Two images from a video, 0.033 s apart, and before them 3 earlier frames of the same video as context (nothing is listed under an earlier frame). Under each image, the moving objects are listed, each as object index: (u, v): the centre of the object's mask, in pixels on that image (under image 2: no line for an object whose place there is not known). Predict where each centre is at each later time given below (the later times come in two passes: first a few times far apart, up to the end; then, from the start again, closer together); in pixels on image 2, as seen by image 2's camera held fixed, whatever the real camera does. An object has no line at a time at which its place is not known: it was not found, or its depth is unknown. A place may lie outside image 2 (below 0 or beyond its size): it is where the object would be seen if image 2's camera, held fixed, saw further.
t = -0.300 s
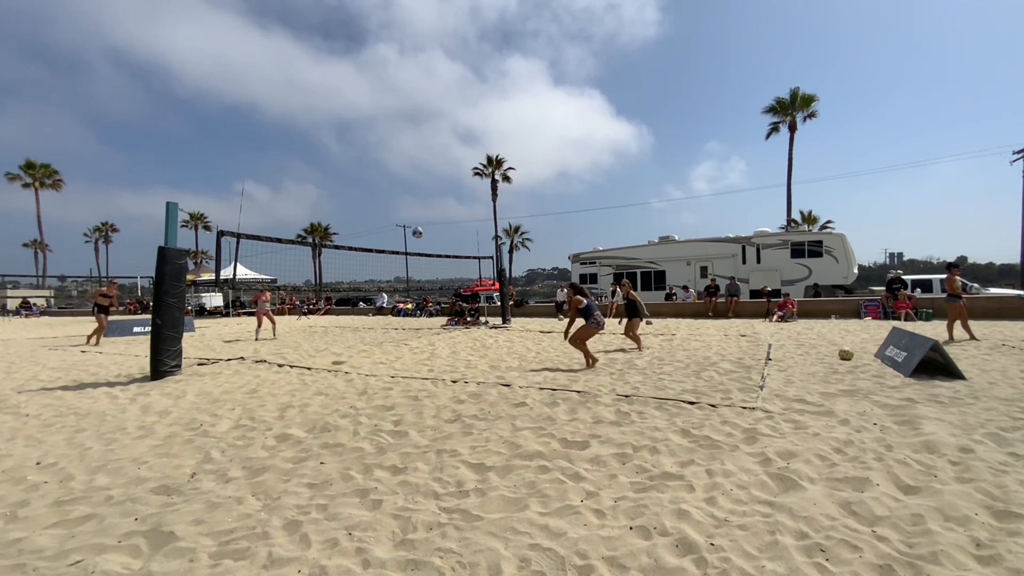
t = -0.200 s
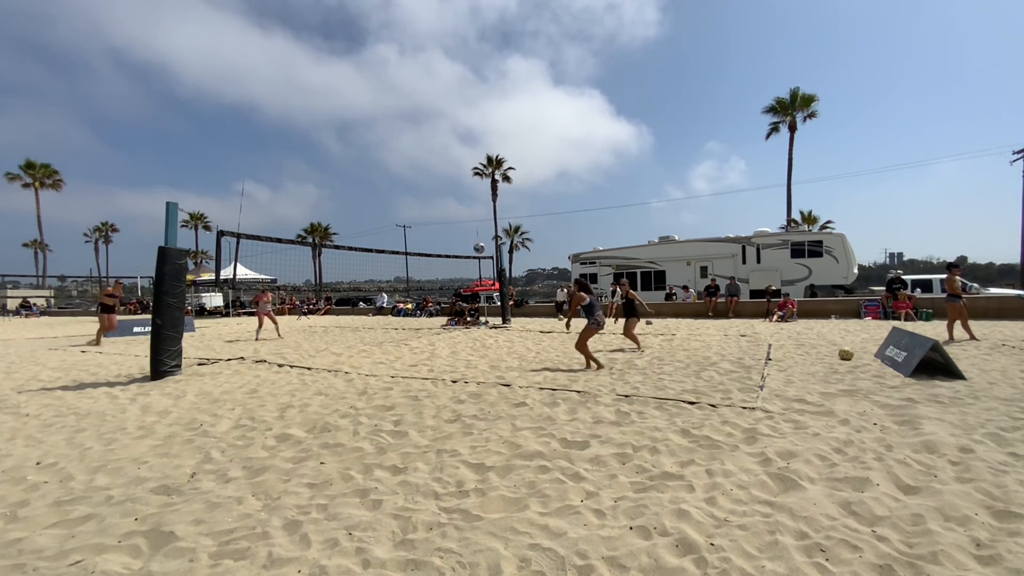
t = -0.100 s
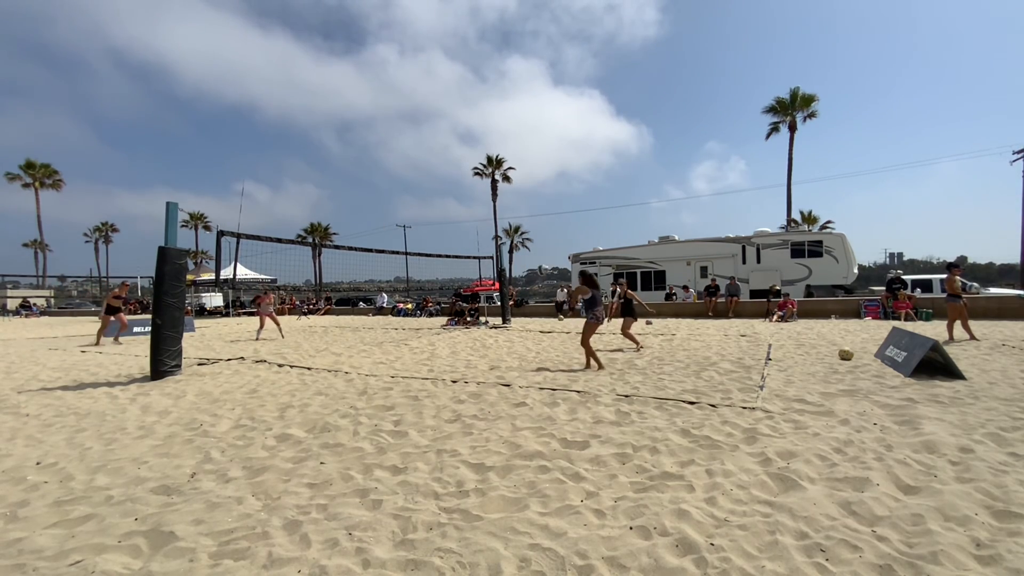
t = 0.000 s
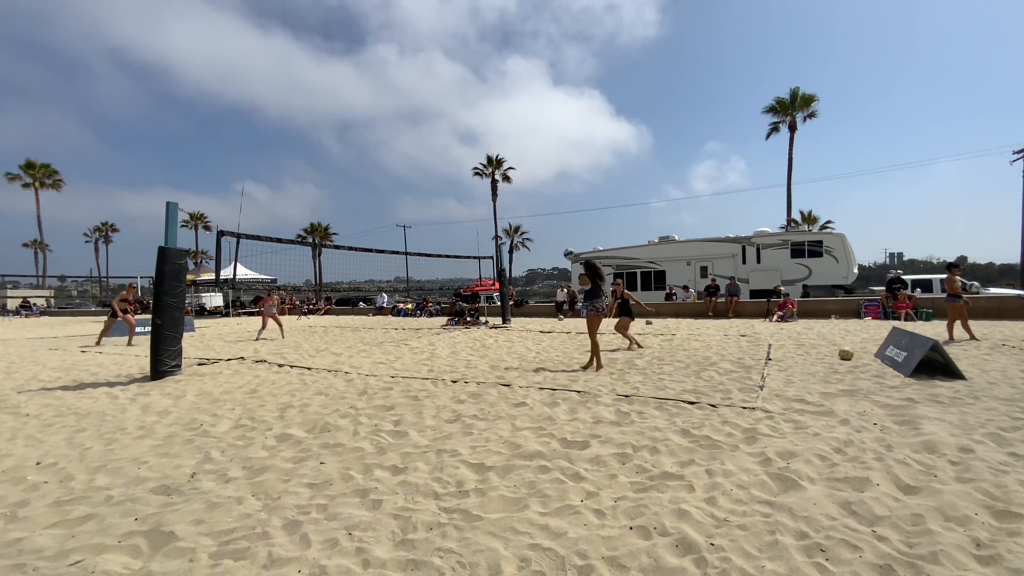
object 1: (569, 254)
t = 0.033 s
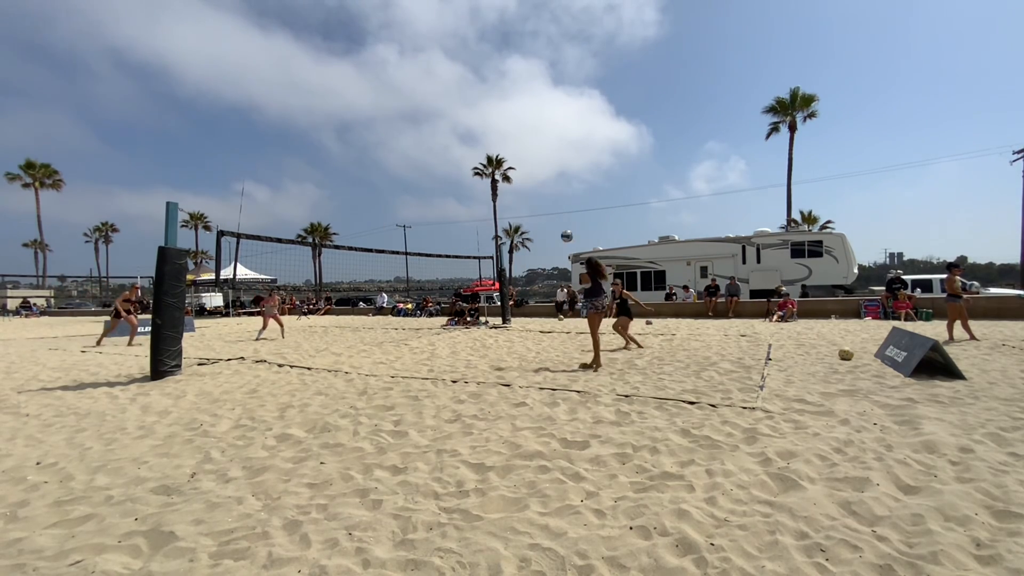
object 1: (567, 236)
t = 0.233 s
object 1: (551, 147)
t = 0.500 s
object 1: (531, 72)
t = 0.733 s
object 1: (518, 44)
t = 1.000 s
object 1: (505, 45)
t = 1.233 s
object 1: (495, 73)
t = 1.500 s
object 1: (486, 130)
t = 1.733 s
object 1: (478, 198)
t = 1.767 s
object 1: (477, 208)
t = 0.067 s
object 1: (564, 219)
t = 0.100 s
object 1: (561, 203)
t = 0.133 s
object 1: (558, 188)
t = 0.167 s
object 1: (556, 174)
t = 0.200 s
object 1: (553, 160)
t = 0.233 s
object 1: (551, 147)
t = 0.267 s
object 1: (548, 135)
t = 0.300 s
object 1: (545, 124)
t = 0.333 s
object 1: (543, 113)
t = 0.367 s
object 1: (540, 104)
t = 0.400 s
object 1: (538, 95)
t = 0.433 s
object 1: (536, 86)
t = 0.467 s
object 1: (533, 79)
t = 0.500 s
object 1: (531, 72)
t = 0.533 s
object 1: (529, 66)
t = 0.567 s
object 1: (527, 61)
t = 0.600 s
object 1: (525, 56)
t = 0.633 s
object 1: (523, 52)
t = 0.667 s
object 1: (522, 49)
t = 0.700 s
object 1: (520, 46)
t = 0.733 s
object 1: (518, 44)
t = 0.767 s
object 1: (516, 42)
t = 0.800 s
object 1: (514, 41)
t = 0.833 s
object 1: (513, 40)
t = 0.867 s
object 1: (511, 40)
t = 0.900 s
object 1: (509, 40)
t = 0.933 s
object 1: (508, 41)
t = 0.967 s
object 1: (507, 43)
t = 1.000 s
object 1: (505, 45)
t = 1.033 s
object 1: (504, 48)
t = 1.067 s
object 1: (502, 51)
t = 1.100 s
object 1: (501, 54)
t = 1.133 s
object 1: (499, 58)
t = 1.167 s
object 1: (498, 63)
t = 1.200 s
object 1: (496, 68)
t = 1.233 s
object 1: (495, 73)
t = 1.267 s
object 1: (494, 79)
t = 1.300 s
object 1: (493, 85)
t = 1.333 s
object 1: (491, 91)
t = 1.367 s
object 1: (490, 98)
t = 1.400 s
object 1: (489, 106)
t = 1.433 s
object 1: (488, 113)
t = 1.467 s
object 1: (487, 122)
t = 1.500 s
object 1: (486, 130)
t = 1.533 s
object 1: (484, 139)
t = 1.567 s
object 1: (483, 148)
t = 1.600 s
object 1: (482, 157)
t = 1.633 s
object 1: (481, 167)
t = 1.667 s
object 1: (479, 176)
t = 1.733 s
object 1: (478, 198)
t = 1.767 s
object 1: (477, 208)
